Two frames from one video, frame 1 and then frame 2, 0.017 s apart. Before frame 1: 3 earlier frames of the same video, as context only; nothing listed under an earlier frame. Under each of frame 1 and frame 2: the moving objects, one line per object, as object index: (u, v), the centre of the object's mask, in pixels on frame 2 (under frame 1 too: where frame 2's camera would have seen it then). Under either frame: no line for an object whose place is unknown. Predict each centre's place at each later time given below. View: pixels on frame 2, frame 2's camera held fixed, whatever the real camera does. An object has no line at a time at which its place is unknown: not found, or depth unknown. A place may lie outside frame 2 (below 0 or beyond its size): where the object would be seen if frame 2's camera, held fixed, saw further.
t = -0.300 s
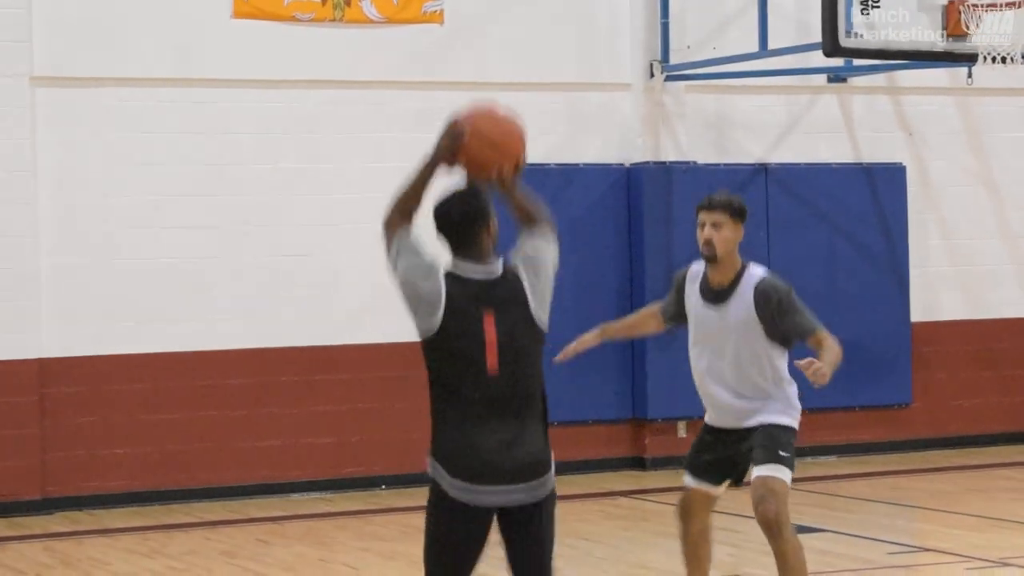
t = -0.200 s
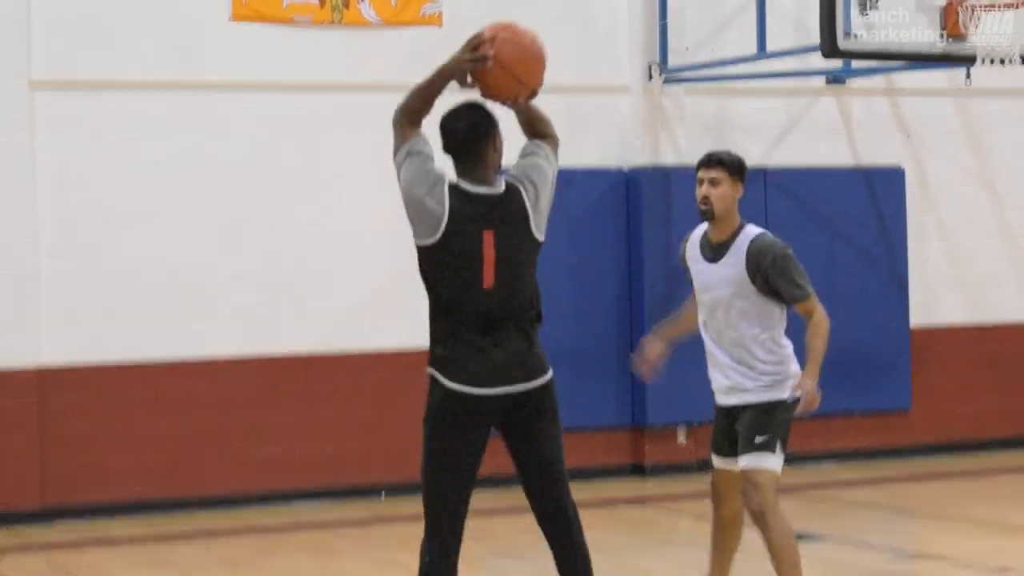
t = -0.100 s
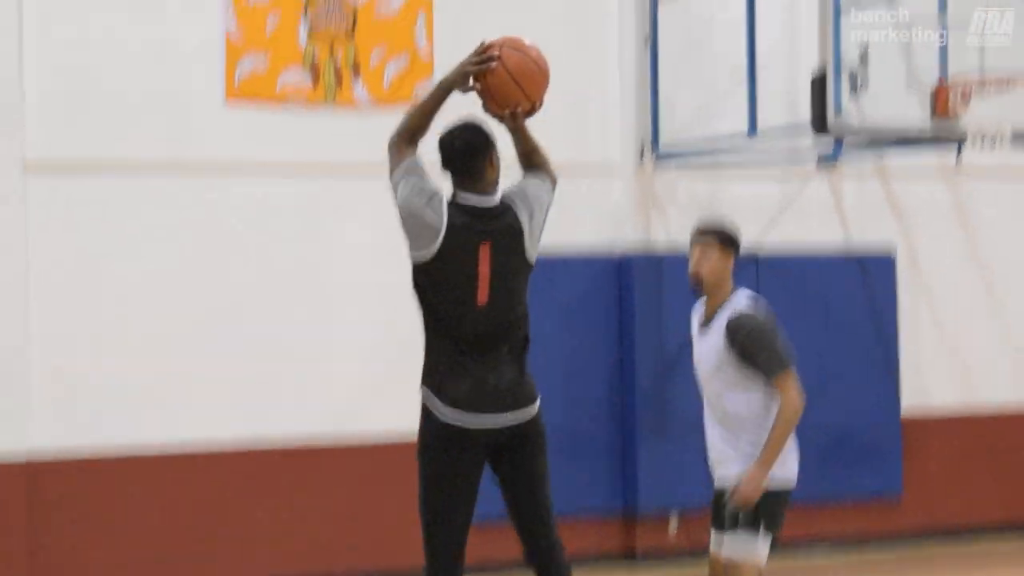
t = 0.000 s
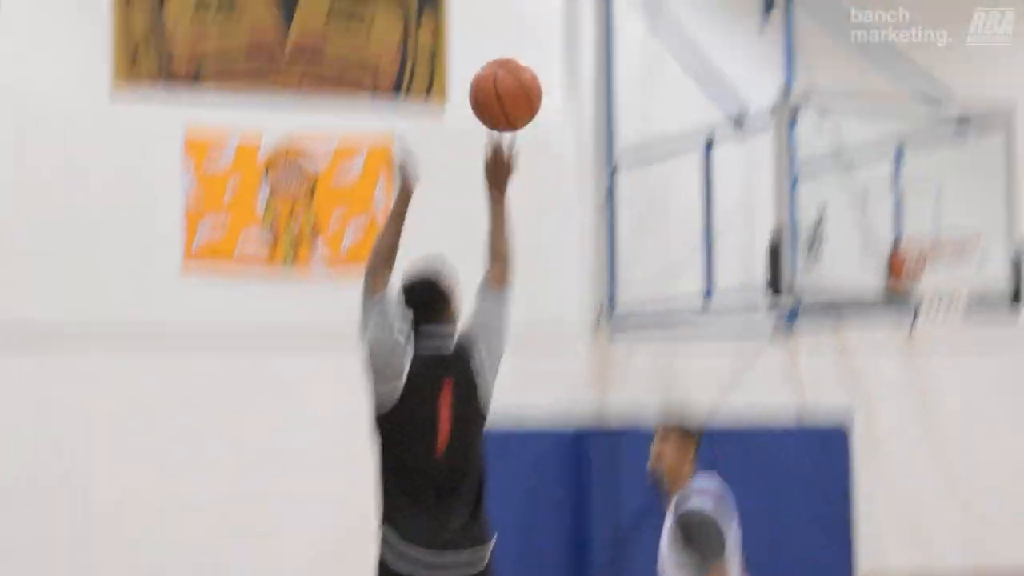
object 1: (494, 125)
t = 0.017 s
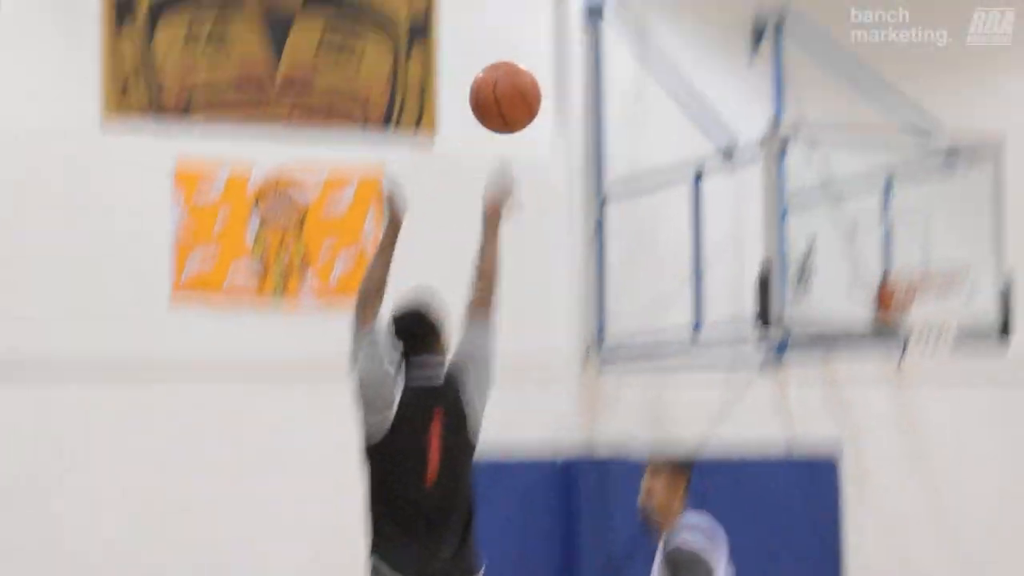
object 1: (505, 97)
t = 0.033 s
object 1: (515, 71)
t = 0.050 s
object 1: (525, 45)
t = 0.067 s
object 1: (535, 20)
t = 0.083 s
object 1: (544, -4)
